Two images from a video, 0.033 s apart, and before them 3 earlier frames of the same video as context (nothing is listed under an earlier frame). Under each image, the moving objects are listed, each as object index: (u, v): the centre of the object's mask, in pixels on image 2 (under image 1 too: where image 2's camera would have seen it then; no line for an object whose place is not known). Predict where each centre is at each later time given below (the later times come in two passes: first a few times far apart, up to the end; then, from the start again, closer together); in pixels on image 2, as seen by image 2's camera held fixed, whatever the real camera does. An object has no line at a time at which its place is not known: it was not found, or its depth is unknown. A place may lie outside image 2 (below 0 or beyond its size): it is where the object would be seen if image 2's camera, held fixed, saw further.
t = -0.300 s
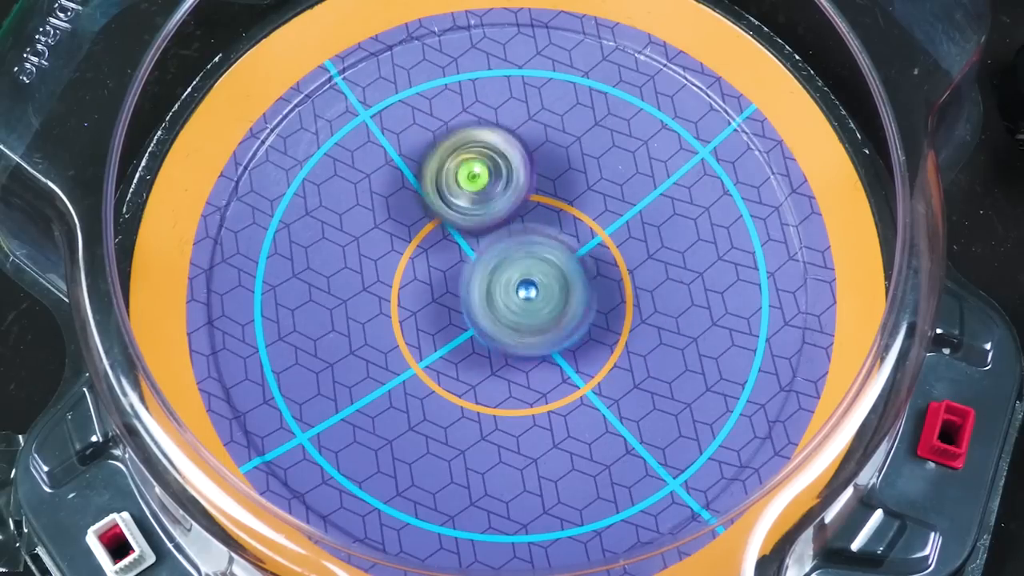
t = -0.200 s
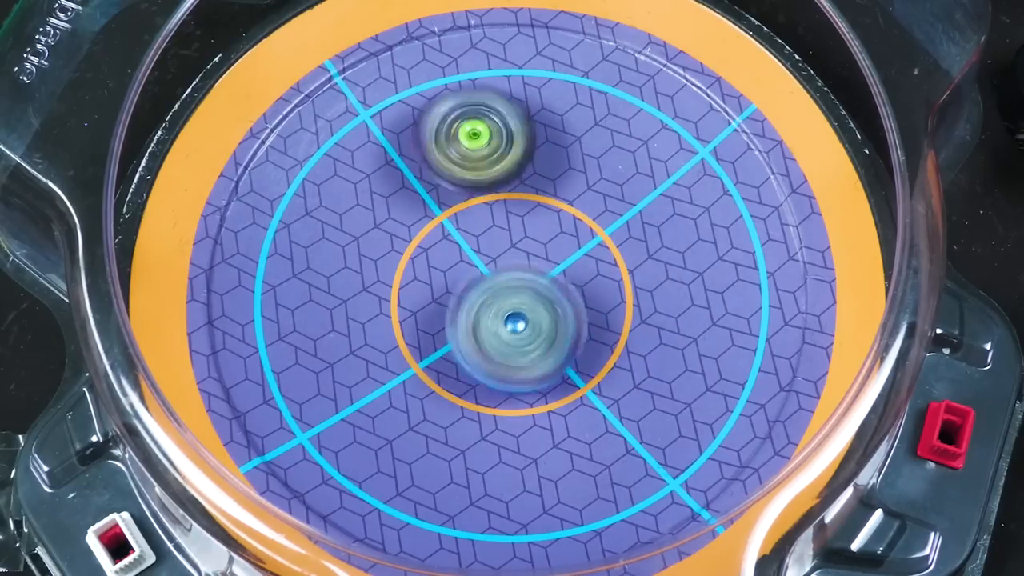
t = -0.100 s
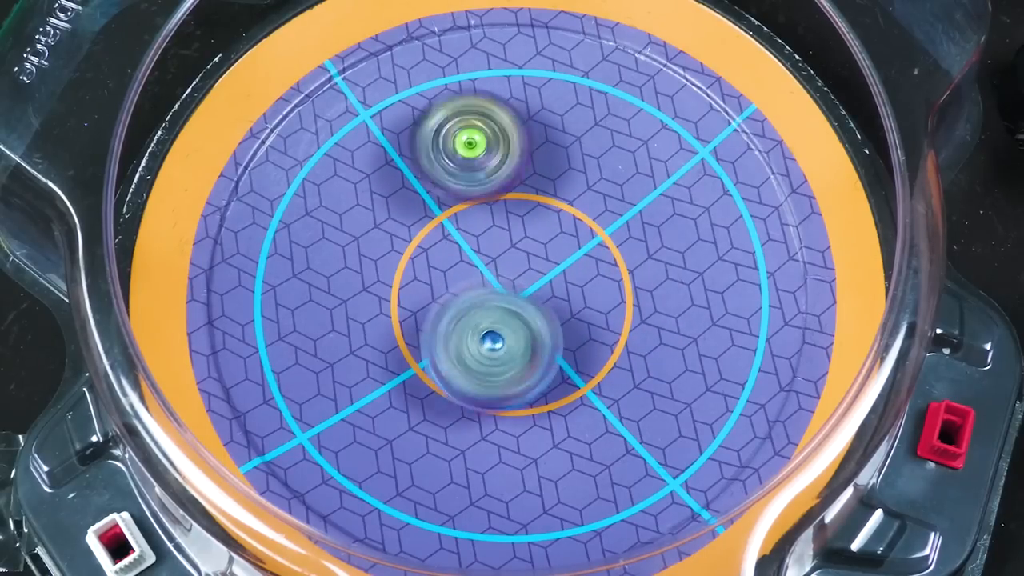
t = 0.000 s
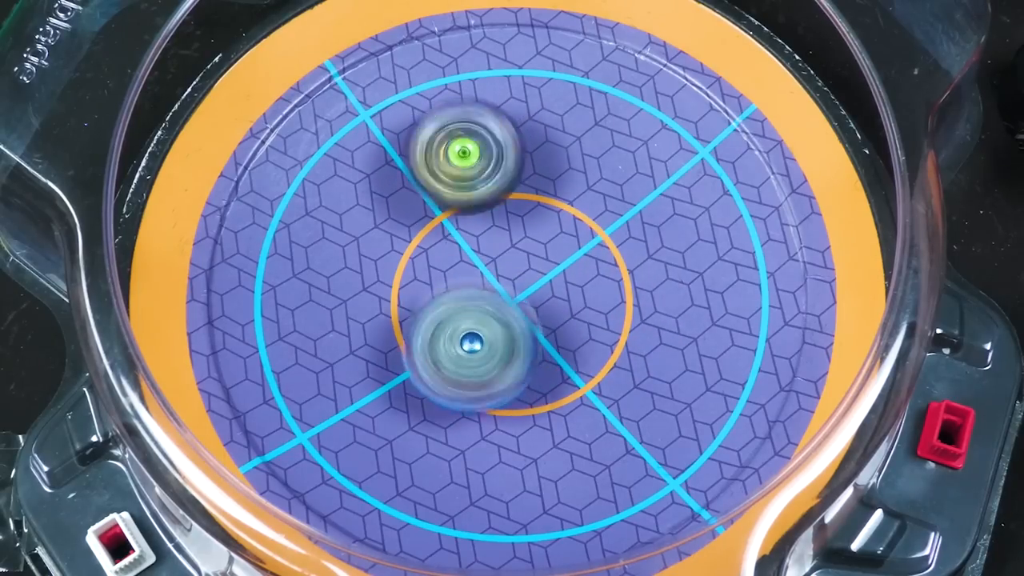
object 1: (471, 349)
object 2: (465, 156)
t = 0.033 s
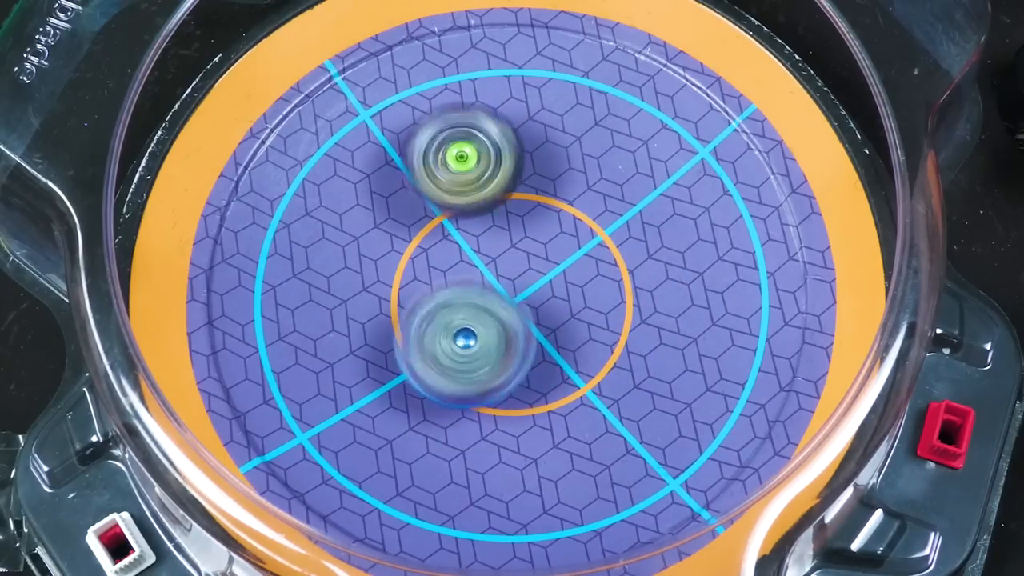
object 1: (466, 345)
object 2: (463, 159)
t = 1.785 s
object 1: (600, 264)
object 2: (344, 231)
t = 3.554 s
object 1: (522, 259)
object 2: (459, 368)
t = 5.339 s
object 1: (485, 243)
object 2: (569, 344)
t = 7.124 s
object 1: (469, 228)
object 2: (588, 318)
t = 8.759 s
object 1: (464, 339)
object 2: (573, 263)
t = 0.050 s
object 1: (464, 344)
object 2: (462, 162)
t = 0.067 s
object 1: (460, 341)
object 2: (460, 164)
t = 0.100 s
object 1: (459, 334)
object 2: (459, 168)
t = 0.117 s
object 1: (457, 331)
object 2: (460, 169)
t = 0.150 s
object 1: (457, 321)
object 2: (459, 173)
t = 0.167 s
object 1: (458, 318)
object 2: (458, 177)
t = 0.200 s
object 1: (461, 307)
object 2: (457, 180)
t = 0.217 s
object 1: (464, 308)
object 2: (455, 178)
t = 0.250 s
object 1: (467, 309)
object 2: (457, 169)
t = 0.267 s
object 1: (470, 309)
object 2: (458, 166)
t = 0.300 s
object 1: (475, 306)
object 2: (458, 167)
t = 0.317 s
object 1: (480, 306)
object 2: (460, 168)
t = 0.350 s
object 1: (485, 304)
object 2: (460, 171)
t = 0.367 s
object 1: (489, 303)
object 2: (460, 173)
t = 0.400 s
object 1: (494, 302)
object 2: (459, 178)
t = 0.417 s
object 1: (500, 304)
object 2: (457, 177)
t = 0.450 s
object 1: (510, 314)
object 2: (458, 170)
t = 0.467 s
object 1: (515, 318)
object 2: (458, 167)
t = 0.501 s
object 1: (524, 325)
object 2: (457, 168)
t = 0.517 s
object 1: (528, 328)
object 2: (459, 169)
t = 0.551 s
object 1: (533, 334)
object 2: (457, 169)
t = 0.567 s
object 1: (537, 337)
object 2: (458, 170)
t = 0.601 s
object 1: (543, 341)
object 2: (458, 172)
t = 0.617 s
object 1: (544, 343)
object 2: (456, 174)
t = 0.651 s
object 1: (549, 346)
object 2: (457, 176)
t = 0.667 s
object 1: (550, 348)
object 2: (456, 178)
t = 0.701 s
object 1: (553, 346)
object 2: (456, 181)
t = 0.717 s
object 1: (553, 347)
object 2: (457, 181)
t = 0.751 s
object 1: (555, 345)
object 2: (457, 185)
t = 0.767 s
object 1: (555, 344)
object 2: (459, 188)
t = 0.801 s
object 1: (556, 341)
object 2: (458, 190)
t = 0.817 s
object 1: (556, 339)
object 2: (458, 194)
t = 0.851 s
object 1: (555, 334)
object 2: (459, 197)
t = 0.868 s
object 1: (555, 331)
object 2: (458, 200)
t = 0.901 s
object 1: (554, 324)
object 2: (458, 204)
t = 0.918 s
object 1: (553, 321)
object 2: (457, 204)
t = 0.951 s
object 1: (549, 309)
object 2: (458, 210)
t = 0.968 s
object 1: (549, 304)
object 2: (458, 211)
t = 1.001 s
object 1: (551, 297)
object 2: (454, 213)
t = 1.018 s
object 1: (552, 293)
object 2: (453, 214)
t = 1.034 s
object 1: (553, 291)
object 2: (451, 215)
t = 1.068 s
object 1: (561, 286)
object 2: (441, 212)
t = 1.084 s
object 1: (567, 287)
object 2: (434, 210)
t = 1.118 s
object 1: (573, 283)
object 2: (418, 210)
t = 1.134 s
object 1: (578, 281)
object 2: (414, 209)
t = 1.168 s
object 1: (585, 278)
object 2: (403, 213)
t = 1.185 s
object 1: (587, 276)
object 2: (402, 214)
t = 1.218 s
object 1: (591, 273)
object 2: (395, 216)
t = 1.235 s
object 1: (592, 271)
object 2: (395, 217)
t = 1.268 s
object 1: (594, 269)
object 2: (393, 219)
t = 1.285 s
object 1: (594, 267)
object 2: (391, 221)
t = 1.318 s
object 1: (595, 265)
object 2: (390, 222)
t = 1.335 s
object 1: (594, 263)
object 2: (389, 224)
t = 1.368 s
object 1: (592, 262)
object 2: (391, 225)
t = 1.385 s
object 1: (590, 260)
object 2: (389, 226)
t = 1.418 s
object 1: (587, 259)
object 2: (391, 228)
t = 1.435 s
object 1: (584, 258)
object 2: (391, 228)
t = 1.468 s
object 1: (578, 257)
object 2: (392, 230)
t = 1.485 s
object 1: (574, 257)
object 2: (395, 230)
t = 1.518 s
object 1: (566, 255)
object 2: (395, 231)
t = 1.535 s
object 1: (561, 255)
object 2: (400, 233)
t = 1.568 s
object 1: (552, 253)
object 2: (400, 234)
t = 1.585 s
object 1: (546, 254)
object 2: (404, 236)
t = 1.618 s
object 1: (540, 251)
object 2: (404, 235)
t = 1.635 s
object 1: (552, 252)
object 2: (388, 233)
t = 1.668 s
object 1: (566, 253)
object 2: (364, 230)
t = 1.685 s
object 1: (574, 253)
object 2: (352, 230)
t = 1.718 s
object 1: (583, 256)
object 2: (346, 227)
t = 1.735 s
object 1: (588, 258)
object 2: (343, 227)
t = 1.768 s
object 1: (597, 260)
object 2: (346, 230)
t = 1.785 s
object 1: (600, 264)
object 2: (344, 231)
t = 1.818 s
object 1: (608, 267)
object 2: (346, 237)
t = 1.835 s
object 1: (608, 271)
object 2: (346, 236)
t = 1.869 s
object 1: (613, 275)
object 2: (346, 241)
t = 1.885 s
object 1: (611, 279)
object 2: (349, 241)
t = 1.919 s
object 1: (613, 283)
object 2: (348, 246)
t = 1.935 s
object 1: (611, 285)
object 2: (352, 247)
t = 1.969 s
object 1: (608, 290)
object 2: (352, 252)
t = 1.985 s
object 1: (607, 289)
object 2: (356, 253)
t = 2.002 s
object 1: (602, 293)
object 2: (356, 256)
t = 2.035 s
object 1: (598, 294)
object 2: (361, 260)
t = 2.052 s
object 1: (592, 297)
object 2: (362, 261)
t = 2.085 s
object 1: (584, 299)
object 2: (365, 265)
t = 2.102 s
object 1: (578, 301)
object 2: (366, 267)
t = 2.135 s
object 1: (568, 303)
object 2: (372, 271)
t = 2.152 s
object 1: (561, 303)
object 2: (371, 272)
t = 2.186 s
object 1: (549, 302)
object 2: (380, 277)
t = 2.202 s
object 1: (544, 302)
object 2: (383, 277)
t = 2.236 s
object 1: (532, 302)
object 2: (388, 285)
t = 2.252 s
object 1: (526, 301)
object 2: (392, 285)
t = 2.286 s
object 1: (522, 299)
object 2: (390, 291)
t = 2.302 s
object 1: (521, 298)
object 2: (388, 291)
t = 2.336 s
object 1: (516, 295)
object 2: (383, 298)
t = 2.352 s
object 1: (515, 293)
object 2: (383, 300)
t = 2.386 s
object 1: (512, 290)
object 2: (377, 305)
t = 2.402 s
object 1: (510, 289)
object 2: (379, 307)
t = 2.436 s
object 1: (511, 284)
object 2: (376, 310)
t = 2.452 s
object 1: (509, 283)
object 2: (375, 313)
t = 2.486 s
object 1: (507, 280)
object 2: (375, 314)
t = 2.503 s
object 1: (506, 275)
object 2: (374, 315)
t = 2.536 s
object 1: (504, 272)
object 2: (375, 315)
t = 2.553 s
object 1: (504, 271)
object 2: (374, 316)
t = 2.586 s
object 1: (501, 267)
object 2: (377, 316)
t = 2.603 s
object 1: (502, 265)
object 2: (375, 317)
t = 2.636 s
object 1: (499, 262)
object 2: (378, 317)
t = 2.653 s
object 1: (498, 259)
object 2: (376, 318)
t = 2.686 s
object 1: (498, 256)
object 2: (380, 318)
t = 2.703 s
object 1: (496, 257)
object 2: (378, 318)
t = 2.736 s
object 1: (497, 254)
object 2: (383, 318)
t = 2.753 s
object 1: (496, 251)
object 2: (382, 318)
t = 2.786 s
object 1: (500, 246)
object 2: (379, 321)
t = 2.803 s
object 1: (510, 238)
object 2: (367, 326)
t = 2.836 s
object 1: (523, 227)
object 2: (357, 333)
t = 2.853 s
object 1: (529, 223)
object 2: (351, 336)
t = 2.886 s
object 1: (536, 216)
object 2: (351, 334)
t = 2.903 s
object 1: (538, 215)
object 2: (351, 336)
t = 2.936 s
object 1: (542, 211)
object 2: (358, 336)
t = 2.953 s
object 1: (545, 207)
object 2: (357, 338)
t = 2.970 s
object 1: (548, 205)
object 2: (360, 336)
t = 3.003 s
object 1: (553, 199)
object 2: (364, 341)
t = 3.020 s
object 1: (555, 194)
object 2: (366, 340)
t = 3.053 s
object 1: (558, 189)
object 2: (370, 344)
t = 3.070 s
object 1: (560, 188)
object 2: (371, 343)
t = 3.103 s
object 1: (562, 186)
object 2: (378, 346)
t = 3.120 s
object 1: (563, 183)
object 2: (378, 345)
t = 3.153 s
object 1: (561, 183)
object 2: (385, 348)
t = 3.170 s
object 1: (562, 185)
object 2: (385, 348)
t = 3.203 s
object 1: (562, 186)
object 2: (392, 351)
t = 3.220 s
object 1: (558, 188)
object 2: (393, 350)
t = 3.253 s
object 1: (555, 192)
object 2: (402, 353)
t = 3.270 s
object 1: (556, 195)
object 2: (403, 353)
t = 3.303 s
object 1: (551, 201)
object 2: (412, 355)
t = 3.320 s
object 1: (546, 206)
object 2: (414, 355)
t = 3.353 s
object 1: (541, 212)
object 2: (425, 357)
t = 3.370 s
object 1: (540, 216)
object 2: (426, 358)
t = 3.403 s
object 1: (535, 224)
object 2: (436, 359)
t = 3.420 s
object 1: (531, 228)
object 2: (438, 360)
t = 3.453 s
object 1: (527, 238)
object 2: (447, 361)
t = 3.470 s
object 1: (526, 240)
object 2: (449, 362)
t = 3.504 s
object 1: (524, 248)
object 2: (456, 364)
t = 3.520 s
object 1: (523, 255)
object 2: (458, 365)
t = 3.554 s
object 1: (522, 259)
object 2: (459, 368)
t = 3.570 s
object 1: (523, 259)
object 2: (462, 371)
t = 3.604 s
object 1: (523, 265)
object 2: (464, 376)
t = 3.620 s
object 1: (523, 266)
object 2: (462, 382)
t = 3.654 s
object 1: (528, 267)
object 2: (466, 391)
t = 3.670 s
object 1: (532, 268)
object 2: (466, 394)
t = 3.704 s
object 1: (540, 271)
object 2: (469, 399)
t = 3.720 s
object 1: (543, 269)
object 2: (468, 401)
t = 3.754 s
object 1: (547, 270)
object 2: (471, 400)
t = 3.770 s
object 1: (548, 274)
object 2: (471, 401)
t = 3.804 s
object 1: (552, 276)
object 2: (472, 400)
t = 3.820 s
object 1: (554, 275)
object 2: (475, 399)
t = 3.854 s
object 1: (556, 278)
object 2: (476, 398)
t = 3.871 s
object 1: (557, 278)
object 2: (479, 399)
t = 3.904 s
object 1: (556, 279)
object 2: (478, 397)
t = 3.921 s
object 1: (557, 281)
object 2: (482, 397)
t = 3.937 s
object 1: (556, 281)
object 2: (482, 396)
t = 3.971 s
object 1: (555, 281)
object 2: (484, 393)
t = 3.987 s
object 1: (555, 283)
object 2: (486, 394)
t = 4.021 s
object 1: (553, 283)
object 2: (484, 391)
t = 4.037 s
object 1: (555, 277)
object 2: (483, 391)
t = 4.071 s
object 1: (554, 272)
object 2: (479, 397)
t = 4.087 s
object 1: (553, 268)
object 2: (479, 395)
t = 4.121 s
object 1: (549, 266)
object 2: (479, 391)
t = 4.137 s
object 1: (550, 266)
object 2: (482, 387)
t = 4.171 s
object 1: (547, 263)
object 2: (486, 386)
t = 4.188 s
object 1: (544, 263)
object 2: (487, 384)
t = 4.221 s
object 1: (539, 261)
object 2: (493, 383)
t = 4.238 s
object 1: (538, 260)
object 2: (492, 382)
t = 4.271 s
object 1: (532, 259)
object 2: (500, 378)
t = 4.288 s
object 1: (527, 258)
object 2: (499, 379)
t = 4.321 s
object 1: (520, 251)
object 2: (505, 374)
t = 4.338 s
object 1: (515, 251)
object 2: (507, 373)
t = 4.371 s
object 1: (510, 246)
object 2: (511, 370)
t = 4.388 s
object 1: (508, 247)
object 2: (513, 370)
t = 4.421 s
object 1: (505, 244)
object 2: (517, 367)
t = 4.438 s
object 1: (501, 243)
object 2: (518, 367)
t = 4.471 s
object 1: (492, 243)
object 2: (521, 363)
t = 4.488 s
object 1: (488, 243)
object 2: (525, 364)
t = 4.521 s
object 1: (483, 244)
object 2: (525, 362)
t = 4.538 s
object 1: (483, 245)
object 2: (528, 361)
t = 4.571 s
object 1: (480, 245)
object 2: (528, 362)
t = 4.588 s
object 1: (475, 245)
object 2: (532, 360)
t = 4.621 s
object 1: (469, 249)
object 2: (532, 362)
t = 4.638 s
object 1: (464, 250)
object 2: (533, 360)
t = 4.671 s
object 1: (462, 252)
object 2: (535, 359)
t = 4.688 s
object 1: (462, 253)
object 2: (535, 358)
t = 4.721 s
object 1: (459, 254)
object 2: (540, 356)
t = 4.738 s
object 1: (460, 256)
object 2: (539, 357)
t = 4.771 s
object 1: (456, 257)
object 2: (543, 357)
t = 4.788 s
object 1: (452, 259)
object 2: (543, 359)
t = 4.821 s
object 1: (453, 261)
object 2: (544, 356)
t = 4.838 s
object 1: (455, 260)
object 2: (545, 356)
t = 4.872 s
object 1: (454, 261)
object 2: (547, 353)
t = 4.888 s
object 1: (456, 260)
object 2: (547, 354)
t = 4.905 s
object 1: (455, 262)
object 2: (547, 354)
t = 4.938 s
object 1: (459, 264)
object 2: (550, 352)
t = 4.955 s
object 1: (456, 262)
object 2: (551, 357)
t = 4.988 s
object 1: (454, 260)
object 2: (557, 358)
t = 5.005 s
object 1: (455, 259)
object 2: (556, 359)
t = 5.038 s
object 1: (456, 257)
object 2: (555, 357)
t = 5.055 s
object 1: (457, 255)
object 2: (557, 355)
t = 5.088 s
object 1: (459, 252)
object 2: (556, 353)
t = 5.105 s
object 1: (458, 251)
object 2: (559, 352)
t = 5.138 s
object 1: (462, 251)
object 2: (558, 351)
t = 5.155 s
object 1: (462, 250)
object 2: (560, 349)
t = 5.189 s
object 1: (465, 248)
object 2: (560, 348)
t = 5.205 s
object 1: (467, 249)
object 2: (559, 345)
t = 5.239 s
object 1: (469, 247)
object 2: (563, 345)
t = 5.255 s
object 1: (473, 248)
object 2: (563, 344)
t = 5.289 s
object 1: (479, 247)
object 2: (566, 342)
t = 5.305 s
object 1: (482, 246)
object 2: (564, 342)
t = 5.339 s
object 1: (485, 243)
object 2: (569, 344)
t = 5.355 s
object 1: (485, 240)
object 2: (569, 345)
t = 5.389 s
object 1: (489, 238)
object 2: (568, 342)
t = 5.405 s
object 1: (491, 236)
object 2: (569, 341)
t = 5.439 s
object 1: (492, 232)
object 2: (569, 337)
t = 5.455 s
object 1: (493, 233)
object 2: (572, 337)
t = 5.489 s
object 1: (496, 231)
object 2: (572, 336)
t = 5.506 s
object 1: (499, 231)
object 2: (575, 334)
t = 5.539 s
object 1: (501, 230)
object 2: (576, 334)
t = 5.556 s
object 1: (503, 228)
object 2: (575, 332)
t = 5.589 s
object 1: (503, 223)
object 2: (579, 340)
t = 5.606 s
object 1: (502, 219)
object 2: (580, 340)
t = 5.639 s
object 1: (501, 216)
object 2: (582, 342)
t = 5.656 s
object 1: (500, 214)
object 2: (580, 341)
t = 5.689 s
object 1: (501, 213)
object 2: (581, 337)
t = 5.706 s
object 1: (499, 213)
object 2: (582, 335)
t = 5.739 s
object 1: (497, 210)
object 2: (583, 334)
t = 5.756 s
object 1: (496, 209)
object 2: (585, 333)
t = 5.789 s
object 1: (492, 209)
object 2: (583, 333)
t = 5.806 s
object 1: (494, 210)
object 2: (585, 332)
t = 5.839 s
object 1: (494, 212)
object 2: (584, 332)
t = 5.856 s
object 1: (494, 211)
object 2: (584, 330)
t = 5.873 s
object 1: (492, 212)
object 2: (586, 329)
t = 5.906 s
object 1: (494, 215)
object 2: (585, 328)
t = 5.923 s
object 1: (493, 218)
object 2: (586, 327)
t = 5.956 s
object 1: (495, 222)
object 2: (583, 325)
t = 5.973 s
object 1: (497, 224)
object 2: (583, 322)
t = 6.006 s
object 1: (497, 228)
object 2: (586, 320)
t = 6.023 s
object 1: (496, 226)
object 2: (585, 324)
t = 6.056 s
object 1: (491, 228)
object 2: (586, 325)
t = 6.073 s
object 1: (492, 229)
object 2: (584, 326)
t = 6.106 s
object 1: (495, 231)
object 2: (581, 320)
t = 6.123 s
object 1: (495, 230)
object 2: (584, 318)
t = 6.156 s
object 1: (496, 230)
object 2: (583, 316)
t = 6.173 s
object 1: (492, 231)
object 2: (587, 316)
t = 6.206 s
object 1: (490, 235)
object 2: (588, 321)
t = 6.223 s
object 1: (488, 237)
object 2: (590, 318)
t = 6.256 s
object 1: (487, 240)
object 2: (588, 320)
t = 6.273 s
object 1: (484, 240)
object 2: (592, 324)
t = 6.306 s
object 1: (463, 224)
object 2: (608, 341)
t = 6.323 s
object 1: (454, 217)
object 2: (613, 346)
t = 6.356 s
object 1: (440, 206)
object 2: (622, 359)
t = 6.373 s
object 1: (434, 204)
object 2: (625, 363)
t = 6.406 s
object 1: (427, 206)
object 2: (632, 371)
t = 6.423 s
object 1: (424, 208)
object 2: (634, 376)
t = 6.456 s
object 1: (423, 213)
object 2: (633, 381)
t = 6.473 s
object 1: (422, 214)
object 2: (633, 384)
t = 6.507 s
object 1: (421, 220)
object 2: (628, 385)
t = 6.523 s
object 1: (423, 220)
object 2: (625, 386)
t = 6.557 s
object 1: (422, 229)
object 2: (619, 387)
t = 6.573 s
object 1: (424, 230)
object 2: (616, 386)
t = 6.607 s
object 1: (427, 241)
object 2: (605, 385)
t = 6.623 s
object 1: (431, 243)
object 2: (601, 384)
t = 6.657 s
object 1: (437, 253)
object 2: (587, 379)
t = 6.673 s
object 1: (443, 258)
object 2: (582, 376)
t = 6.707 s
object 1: (452, 268)
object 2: (570, 367)
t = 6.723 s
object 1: (461, 271)
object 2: (562, 363)
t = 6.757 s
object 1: (463, 269)
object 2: (561, 362)
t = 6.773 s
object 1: (464, 261)
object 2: (565, 364)
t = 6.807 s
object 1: (460, 252)
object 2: (569, 367)
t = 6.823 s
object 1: (462, 248)
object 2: (569, 368)
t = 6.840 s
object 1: (462, 242)
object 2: (569, 366)
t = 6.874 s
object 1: (459, 238)
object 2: (569, 361)
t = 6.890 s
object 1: (463, 234)
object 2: (568, 357)
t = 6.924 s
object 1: (461, 230)
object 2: (569, 353)
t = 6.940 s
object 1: (464, 228)
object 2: (572, 351)
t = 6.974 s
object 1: (462, 224)
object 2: (573, 343)
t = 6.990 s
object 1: (464, 226)
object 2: (575, 341)
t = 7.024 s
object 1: (464, 226)
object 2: (579, 336)
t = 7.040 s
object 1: (463, 227)
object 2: (581, 332)
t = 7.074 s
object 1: (467, 227)
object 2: (584, 327)
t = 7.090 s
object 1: (467, 226)
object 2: (584, 324)
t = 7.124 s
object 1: (469, 228)
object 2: (588, 318)
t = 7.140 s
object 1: (473, 227)
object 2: (590, 316)
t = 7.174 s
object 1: (473, 227)
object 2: (591, 313)
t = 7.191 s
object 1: (475, 231)
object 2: (594, 312)
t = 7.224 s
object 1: (477, 231)
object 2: (592, 314)
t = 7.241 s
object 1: (479, 235)
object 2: (591, 312)
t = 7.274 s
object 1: (486, 236)
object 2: (592, 306)
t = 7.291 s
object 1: (483, 236)
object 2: (596, 307)
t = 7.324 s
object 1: (482, 236)
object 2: (603, 314)
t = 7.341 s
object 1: (480, 235)
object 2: (604, 315)
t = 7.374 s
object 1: (474, 239)
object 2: (610, 317)
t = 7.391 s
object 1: (476, 241)
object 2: (609, 318)
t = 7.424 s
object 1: (476, 244)
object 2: (609, 320)
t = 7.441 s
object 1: (477, 247)
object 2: (609, 318)
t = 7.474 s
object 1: (481, 253)
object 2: (608, 319)
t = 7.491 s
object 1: (484, 254)
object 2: (607, 320)
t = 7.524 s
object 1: (488, 253)
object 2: (601, 320)
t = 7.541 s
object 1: (487, 253)
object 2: (600, 318)
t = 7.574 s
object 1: (488, 253)
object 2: (596, 317)
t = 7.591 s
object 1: (489, 253)
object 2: (594, 318)
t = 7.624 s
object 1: (486, 252)
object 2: (591, 317)
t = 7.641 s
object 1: (483, 253)
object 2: (593, 319)
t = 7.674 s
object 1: (476, 248)
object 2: (594, 330)
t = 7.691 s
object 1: (471, 244)
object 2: (591, 333)
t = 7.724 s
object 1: (464, 242)
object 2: (584, 335)
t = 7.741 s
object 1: (462, 244)
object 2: (578, 333)
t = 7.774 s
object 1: (461, 248)
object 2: (570, 329)
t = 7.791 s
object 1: (460, 248)
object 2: (568, 327)
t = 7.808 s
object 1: (459, 247)
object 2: (567, 324)
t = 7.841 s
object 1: (458, 248)
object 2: (566, 320)
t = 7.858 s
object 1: (460, 248)
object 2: (565, 320)
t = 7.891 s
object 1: (462, 251)
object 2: (561, 318)
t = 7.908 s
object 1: (461, 251)
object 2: (559, 317)
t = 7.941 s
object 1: (455, 253)
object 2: (561, 321)
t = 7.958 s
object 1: (455, 255)
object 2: (560, 322)
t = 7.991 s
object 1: (455, 252)
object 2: (557, 327)
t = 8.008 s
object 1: (455, 252)
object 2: (554, 328)
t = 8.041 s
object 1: (451, 254)
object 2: (546, 322)
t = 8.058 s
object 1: (449, 255)
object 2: (546, 318)
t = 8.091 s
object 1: (454, 256)
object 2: (553, 313)
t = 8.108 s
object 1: (452, 256)
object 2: (559, 314)
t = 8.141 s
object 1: (442, 250)
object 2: (572, 316)
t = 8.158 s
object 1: (438, 248)
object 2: (576, 318)
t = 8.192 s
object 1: (432, 249)
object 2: (583, 324)
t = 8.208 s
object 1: (430, 251)
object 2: (584, 327)
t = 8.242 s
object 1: (428, 252)
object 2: (580, 332)
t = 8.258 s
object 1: (427, 254)
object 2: (575, 331)
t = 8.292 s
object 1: (426, 256)
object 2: (568, 324)
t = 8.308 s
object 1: (425, 258)
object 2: (569, 318)
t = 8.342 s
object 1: (426, 262)
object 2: (572, 313)
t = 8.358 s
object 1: (427, 263)
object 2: (575, 312)
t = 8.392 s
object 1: (431, 269)
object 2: (576, 308)
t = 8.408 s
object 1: (433, 271)
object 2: (575, 304)
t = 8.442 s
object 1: (439, 275)
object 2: (577, 301)
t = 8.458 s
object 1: (442, 278)
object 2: (577, 300)
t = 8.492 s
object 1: (446, 284)
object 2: (575, 296)
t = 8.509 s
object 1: (450, 286)
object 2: (573, 295)
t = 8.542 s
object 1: (458, 293)
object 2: (568, 288)
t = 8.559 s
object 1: (461, 298)
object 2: (567, 284)
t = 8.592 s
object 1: (466, 308)
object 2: (565, 276)
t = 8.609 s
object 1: (469, 313)
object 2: (567, 274)
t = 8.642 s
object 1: (469, 321)
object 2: (571, 272)
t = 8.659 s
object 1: (469, 325)
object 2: (572, 270)
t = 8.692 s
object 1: (467, 332)
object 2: (572, 267)
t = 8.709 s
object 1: (466, 335)
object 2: (573, 265)
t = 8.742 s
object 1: (465, 338)
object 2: (575, 263)
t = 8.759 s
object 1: (464, 339)
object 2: (573, 263)
